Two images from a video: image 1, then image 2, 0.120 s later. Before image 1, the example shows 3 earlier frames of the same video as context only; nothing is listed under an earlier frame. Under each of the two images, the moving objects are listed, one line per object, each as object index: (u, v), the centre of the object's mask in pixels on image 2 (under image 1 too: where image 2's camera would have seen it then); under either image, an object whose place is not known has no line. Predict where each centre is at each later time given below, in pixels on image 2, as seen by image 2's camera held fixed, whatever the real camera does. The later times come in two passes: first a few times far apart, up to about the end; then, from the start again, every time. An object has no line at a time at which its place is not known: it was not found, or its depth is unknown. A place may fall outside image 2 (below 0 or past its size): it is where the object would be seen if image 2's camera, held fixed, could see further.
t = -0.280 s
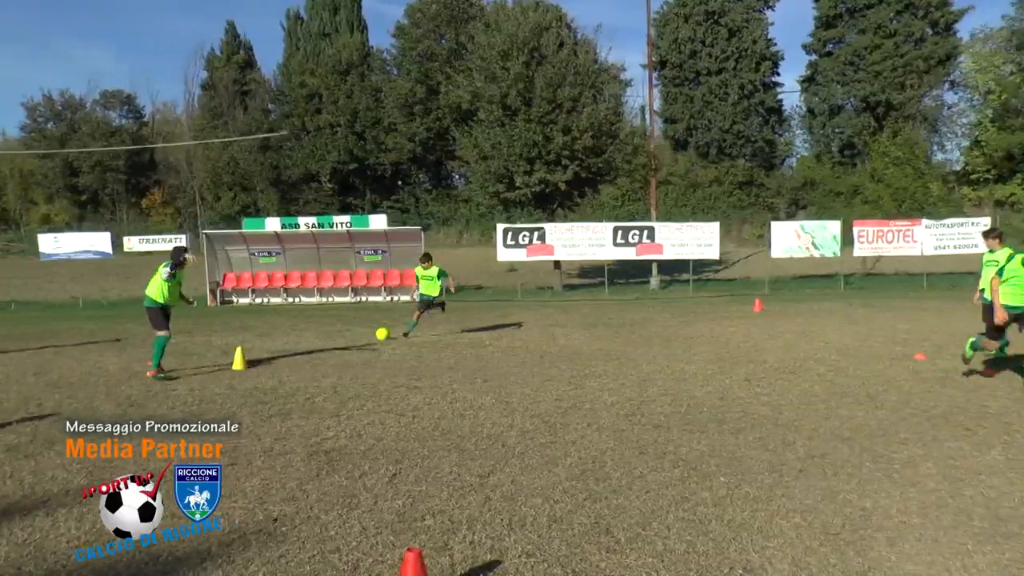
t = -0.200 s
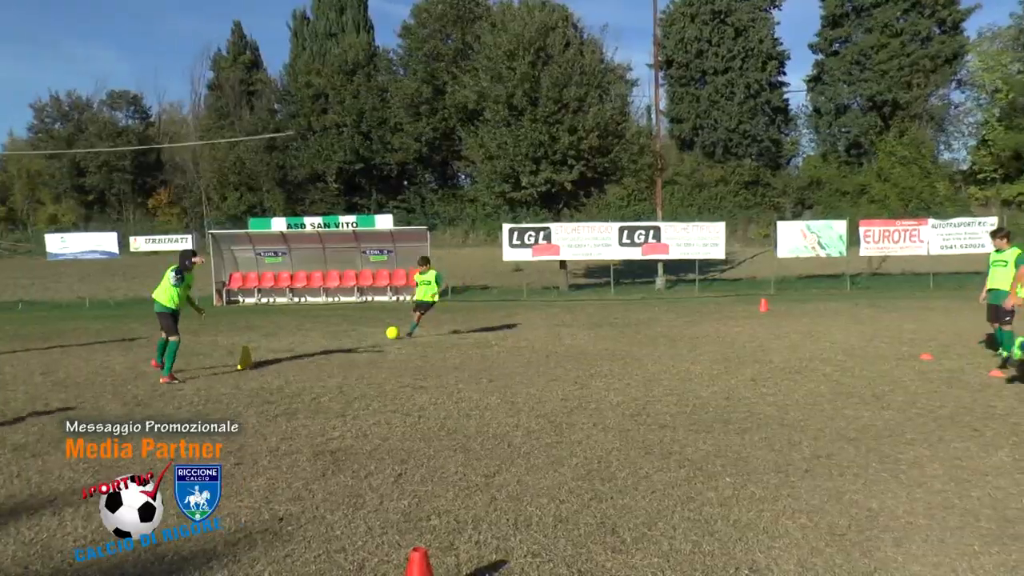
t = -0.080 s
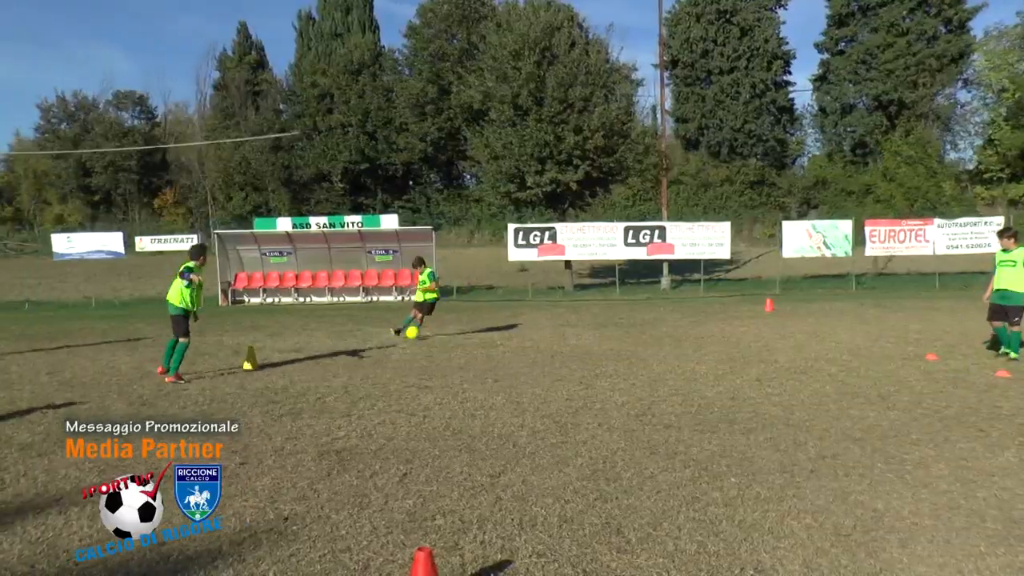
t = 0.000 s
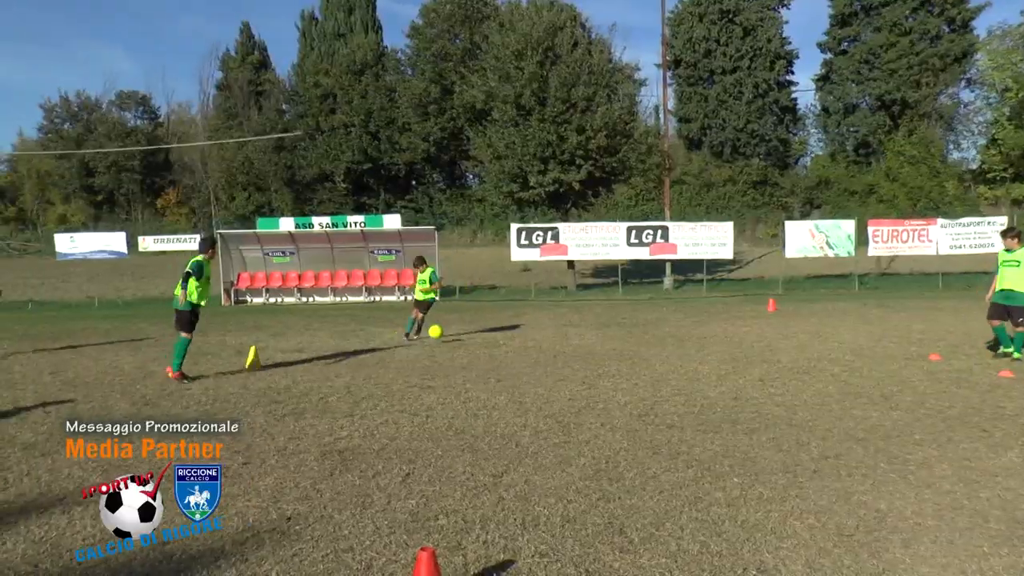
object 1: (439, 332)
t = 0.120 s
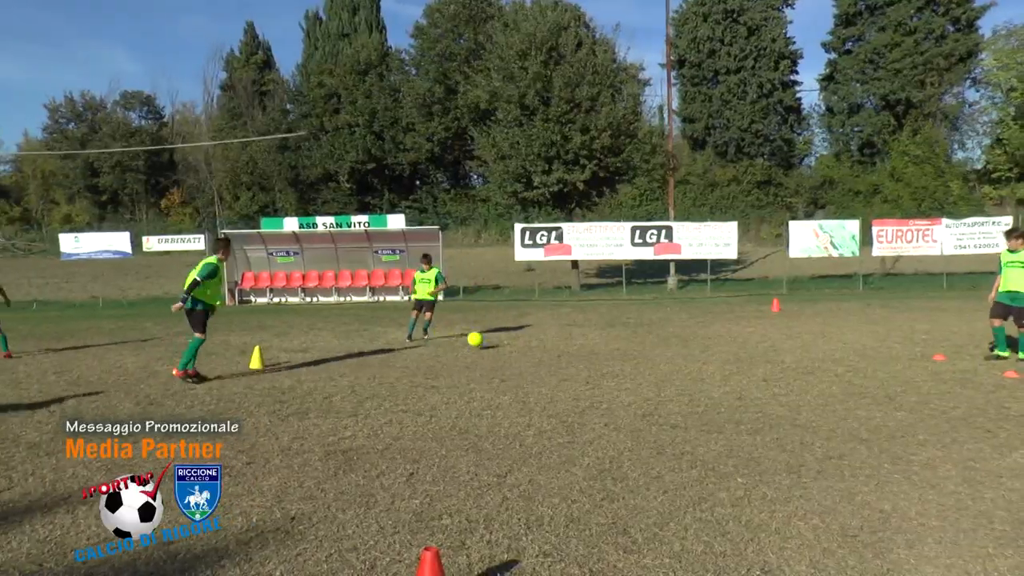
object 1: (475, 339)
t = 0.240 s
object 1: (516, 348)
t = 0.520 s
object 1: (618, 364)
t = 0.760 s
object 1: (719, 375)
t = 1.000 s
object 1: (846, 393)
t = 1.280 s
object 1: (1045, 424)
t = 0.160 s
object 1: (488, 344)
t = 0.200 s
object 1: (502, 347)
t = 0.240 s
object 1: (516, 348)
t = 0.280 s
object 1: (530, 352)
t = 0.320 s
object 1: (545, 355)
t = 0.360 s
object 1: (559, 356)
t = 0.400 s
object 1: (573, 359)
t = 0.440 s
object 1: (588, 362)
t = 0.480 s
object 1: (603, 363)
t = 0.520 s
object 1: (618, 364)
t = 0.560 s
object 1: (634, 366)
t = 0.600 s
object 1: (650, 370)
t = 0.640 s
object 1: (667, 371)
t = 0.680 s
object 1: (683, 372)
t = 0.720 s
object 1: (701, 375)
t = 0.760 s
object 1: (719, 375)
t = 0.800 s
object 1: (738, 375)
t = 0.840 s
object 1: (757, 378)
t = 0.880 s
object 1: (778, 381)
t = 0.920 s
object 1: (800, 387)
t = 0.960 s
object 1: (822, 391)
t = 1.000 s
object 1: (846, 393)
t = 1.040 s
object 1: (870, 396)
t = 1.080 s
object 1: (896, 401)
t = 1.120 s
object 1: (924, 407)
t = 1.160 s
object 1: (952, 409)
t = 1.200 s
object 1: (982, 412)
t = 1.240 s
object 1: (1013, 418)
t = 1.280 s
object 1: (1045, 424)
